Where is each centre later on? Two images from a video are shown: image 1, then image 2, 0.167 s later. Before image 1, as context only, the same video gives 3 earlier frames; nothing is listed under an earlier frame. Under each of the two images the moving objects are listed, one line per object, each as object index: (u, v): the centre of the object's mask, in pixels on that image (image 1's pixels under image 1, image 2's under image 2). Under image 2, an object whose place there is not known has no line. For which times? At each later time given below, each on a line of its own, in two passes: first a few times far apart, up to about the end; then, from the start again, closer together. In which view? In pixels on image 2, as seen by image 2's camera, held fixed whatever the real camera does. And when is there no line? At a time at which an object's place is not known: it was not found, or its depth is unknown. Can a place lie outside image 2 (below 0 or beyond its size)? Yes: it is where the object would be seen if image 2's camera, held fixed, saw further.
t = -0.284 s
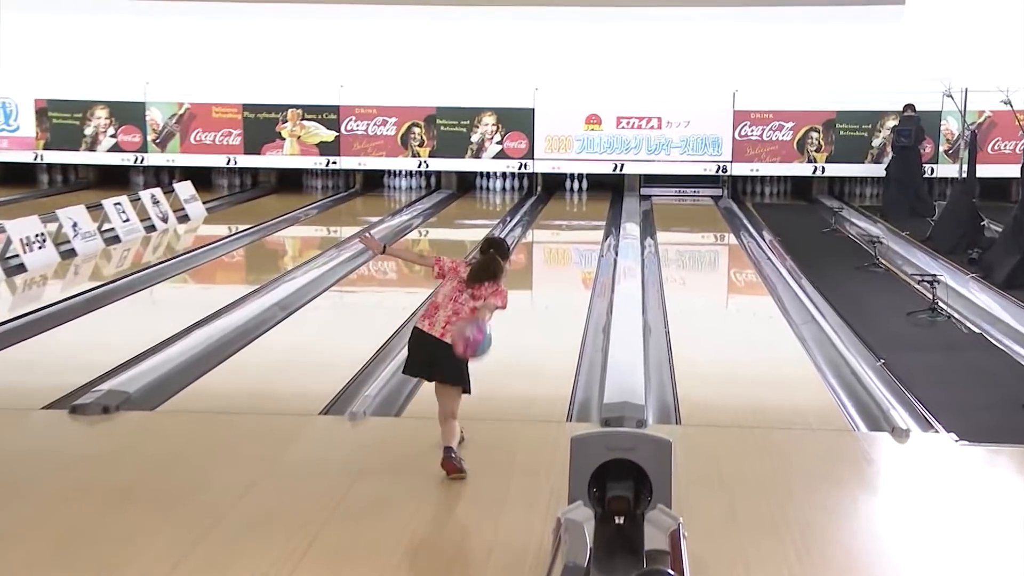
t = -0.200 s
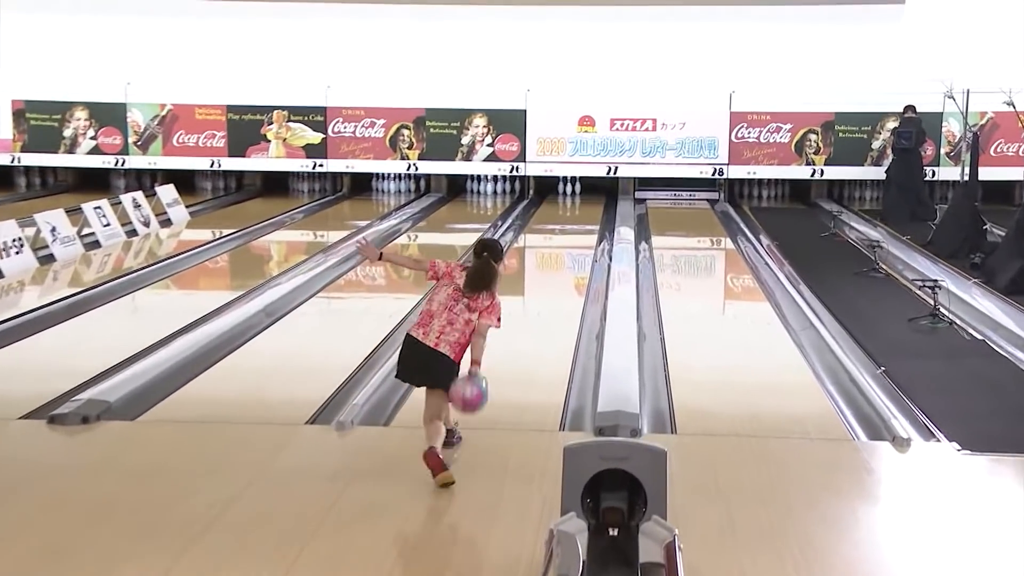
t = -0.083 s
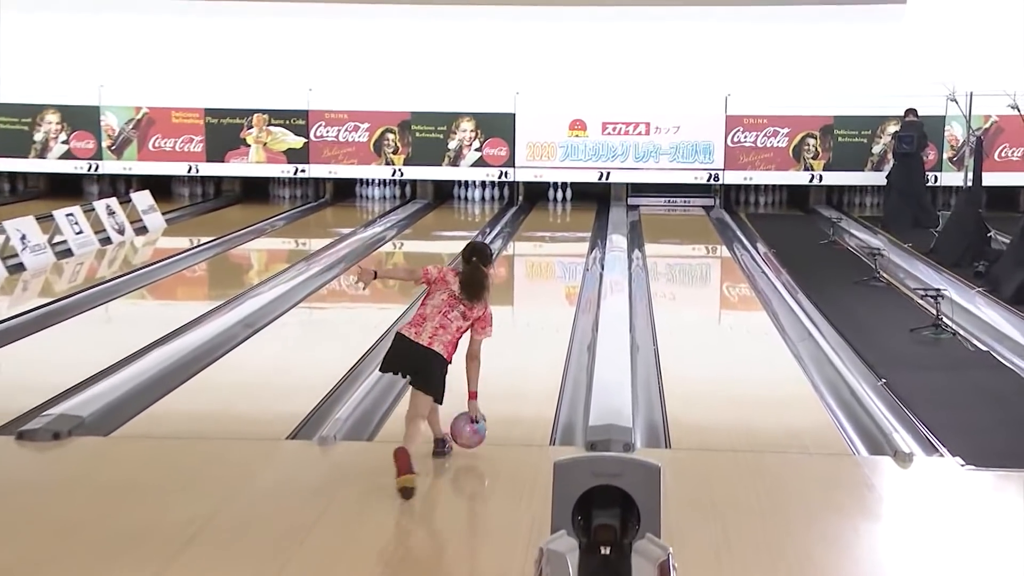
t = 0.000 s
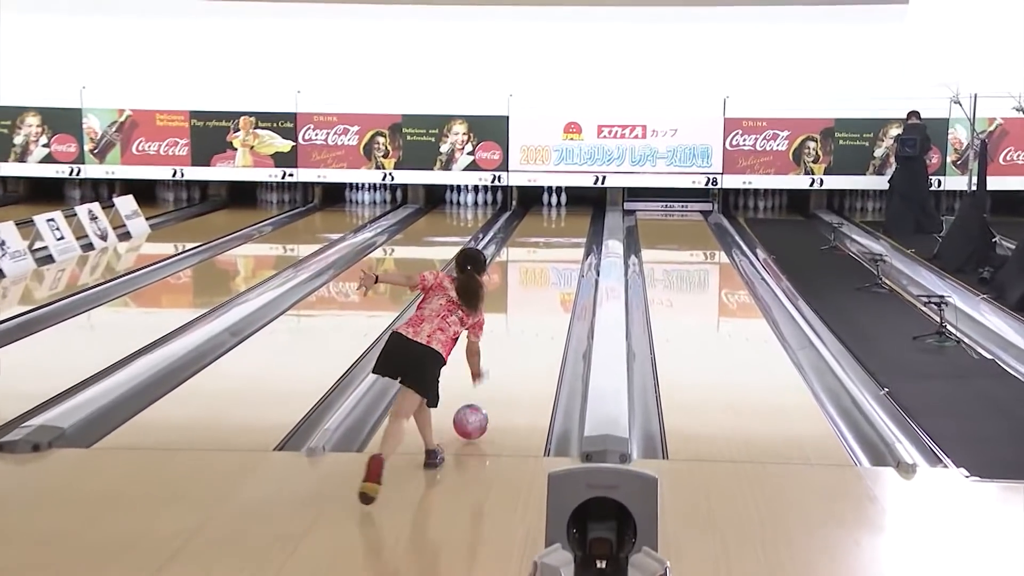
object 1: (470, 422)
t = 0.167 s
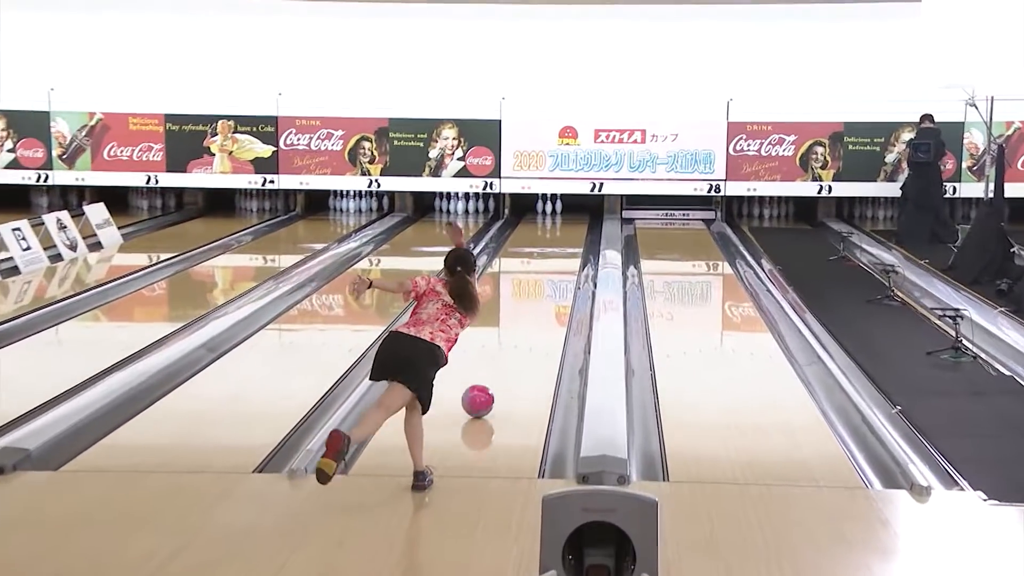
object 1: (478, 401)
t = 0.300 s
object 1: (489, 372)
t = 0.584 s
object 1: (506, 327)
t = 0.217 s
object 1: (482, 389)
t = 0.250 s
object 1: (485, 382)
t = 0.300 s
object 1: (489, 372)
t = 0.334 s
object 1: (491, 366)
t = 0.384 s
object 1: (495, 357)
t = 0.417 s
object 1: (497, 352)
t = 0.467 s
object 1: (500, 344)
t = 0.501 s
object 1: (502, 339)
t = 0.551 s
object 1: (505, 332)
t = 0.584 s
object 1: (506, 327)
